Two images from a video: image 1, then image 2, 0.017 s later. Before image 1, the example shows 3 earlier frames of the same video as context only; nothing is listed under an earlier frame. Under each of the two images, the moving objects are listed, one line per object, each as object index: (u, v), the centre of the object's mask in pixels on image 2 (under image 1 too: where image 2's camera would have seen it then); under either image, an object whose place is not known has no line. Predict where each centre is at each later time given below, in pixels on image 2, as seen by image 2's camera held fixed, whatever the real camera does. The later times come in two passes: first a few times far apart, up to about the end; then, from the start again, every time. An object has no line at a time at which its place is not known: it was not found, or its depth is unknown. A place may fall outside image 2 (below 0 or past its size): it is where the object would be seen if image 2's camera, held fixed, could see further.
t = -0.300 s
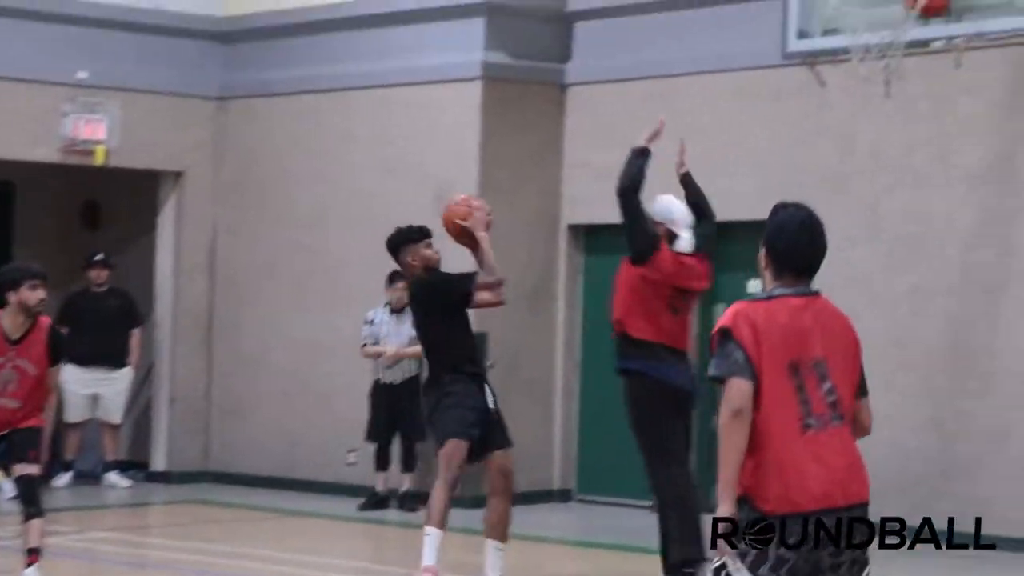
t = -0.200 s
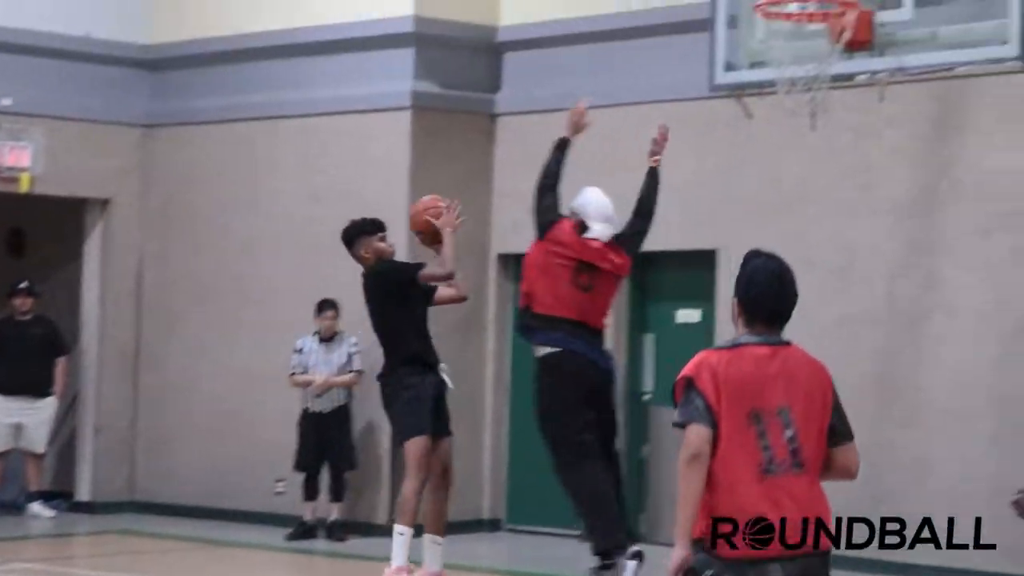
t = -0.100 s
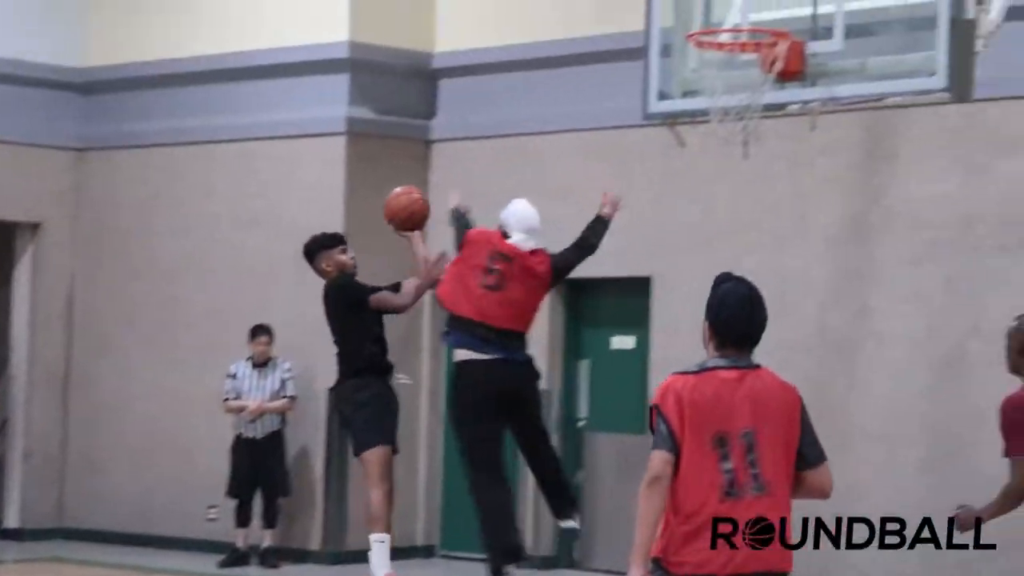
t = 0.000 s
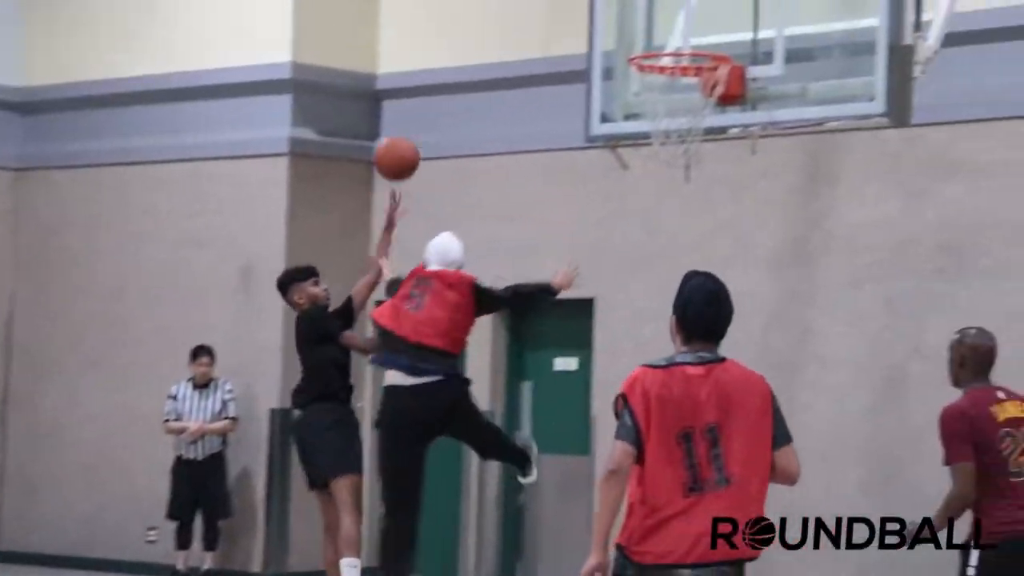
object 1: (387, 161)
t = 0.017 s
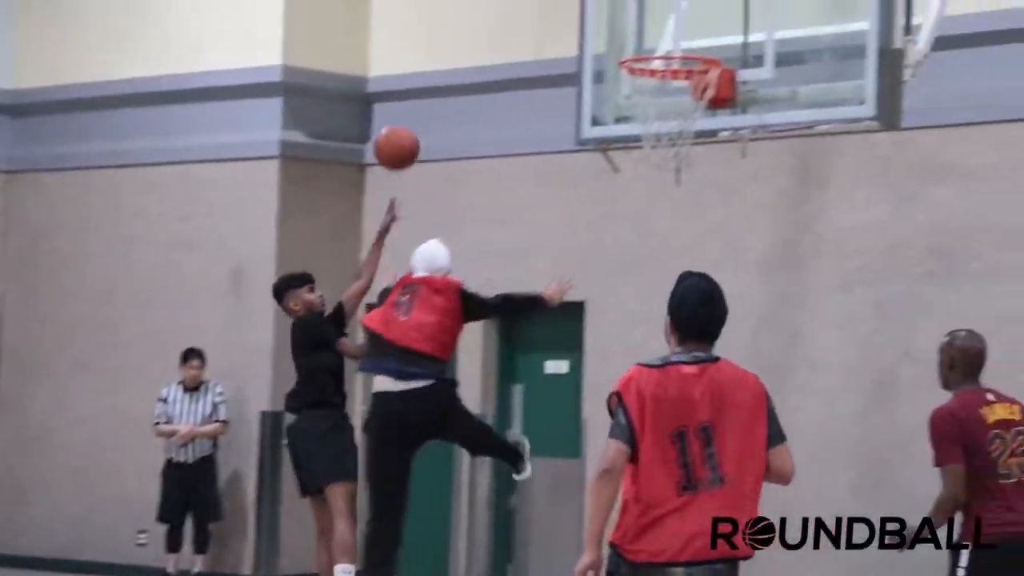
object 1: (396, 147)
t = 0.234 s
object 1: (519, 15)
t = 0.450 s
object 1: (597, -18)
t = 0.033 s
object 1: (406, 135)
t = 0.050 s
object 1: (415, 122)
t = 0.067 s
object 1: (425, 109)
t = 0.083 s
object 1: (434, 99)
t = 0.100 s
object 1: (444, 87)
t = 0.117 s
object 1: (453, 76)
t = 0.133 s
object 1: (463, 66)
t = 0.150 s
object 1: (472, 56)
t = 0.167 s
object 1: (481, 47)
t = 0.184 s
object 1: (491, 38)
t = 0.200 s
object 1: (500, 30)
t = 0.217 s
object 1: (509, 22)
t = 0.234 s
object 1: (519, 15)
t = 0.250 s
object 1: (528, 9)
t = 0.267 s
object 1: (538, 2)
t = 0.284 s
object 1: (547, -3)
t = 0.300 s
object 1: (556, -8)
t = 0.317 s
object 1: (566, -11)
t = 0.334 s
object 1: (574, -13)
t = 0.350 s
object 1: (577, -15)
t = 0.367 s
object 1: (580, -17)
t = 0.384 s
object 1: (583, -18)
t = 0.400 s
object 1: (587, -18)
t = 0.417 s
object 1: (590, -19)
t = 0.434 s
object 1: (594, -18)
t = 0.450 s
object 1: (597, -18)
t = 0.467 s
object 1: (600, -18)
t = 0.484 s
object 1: (604, -18)
